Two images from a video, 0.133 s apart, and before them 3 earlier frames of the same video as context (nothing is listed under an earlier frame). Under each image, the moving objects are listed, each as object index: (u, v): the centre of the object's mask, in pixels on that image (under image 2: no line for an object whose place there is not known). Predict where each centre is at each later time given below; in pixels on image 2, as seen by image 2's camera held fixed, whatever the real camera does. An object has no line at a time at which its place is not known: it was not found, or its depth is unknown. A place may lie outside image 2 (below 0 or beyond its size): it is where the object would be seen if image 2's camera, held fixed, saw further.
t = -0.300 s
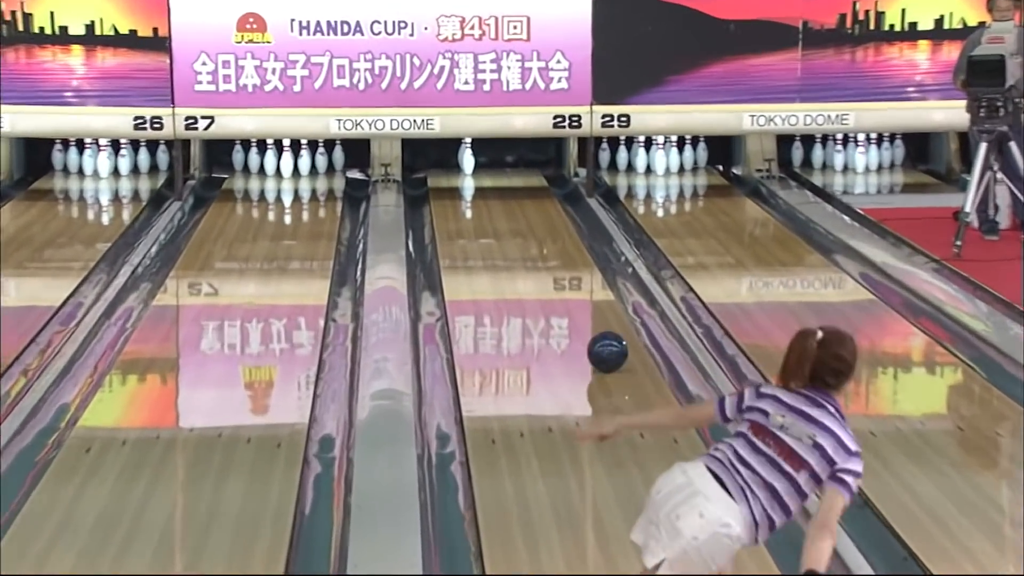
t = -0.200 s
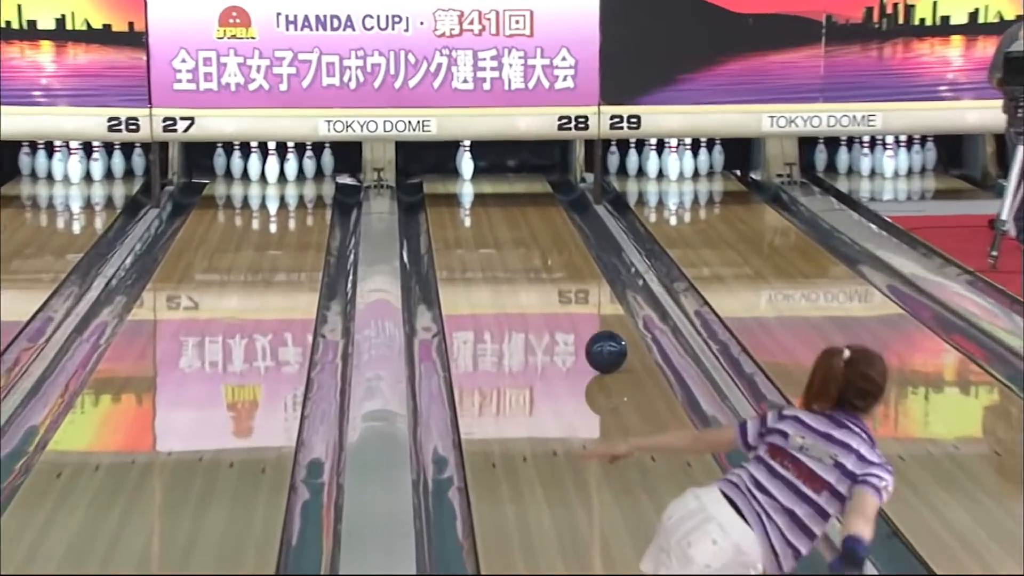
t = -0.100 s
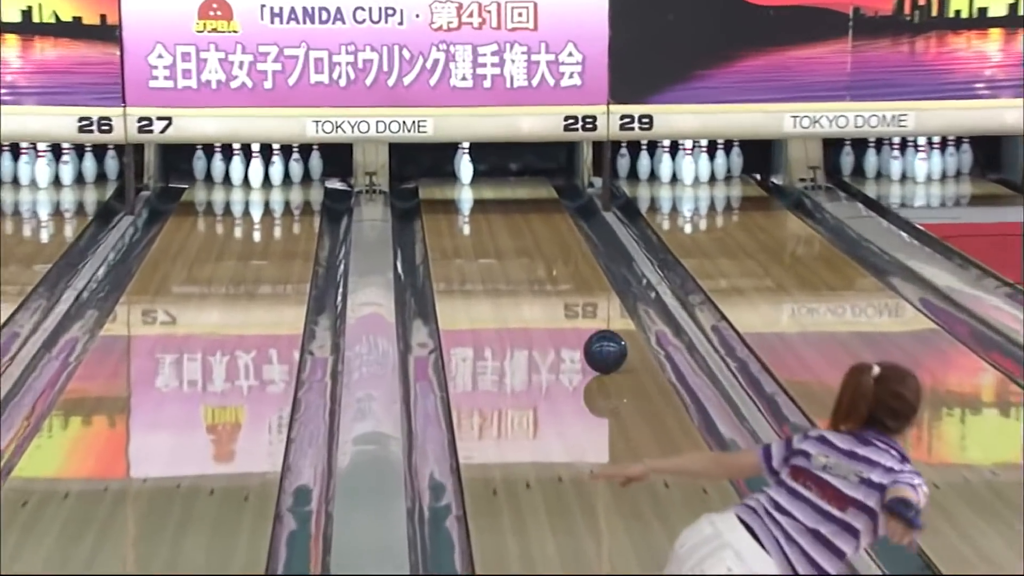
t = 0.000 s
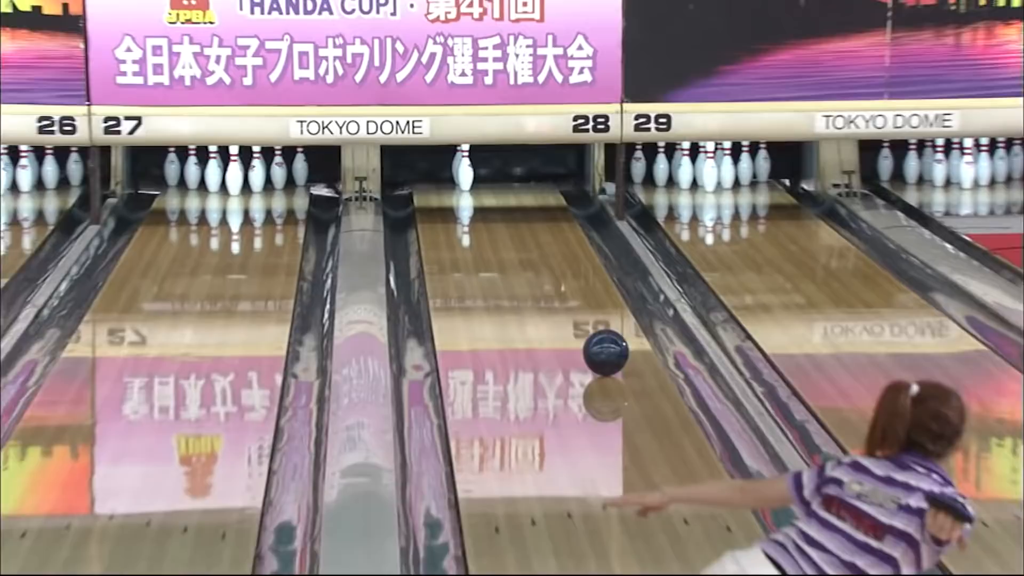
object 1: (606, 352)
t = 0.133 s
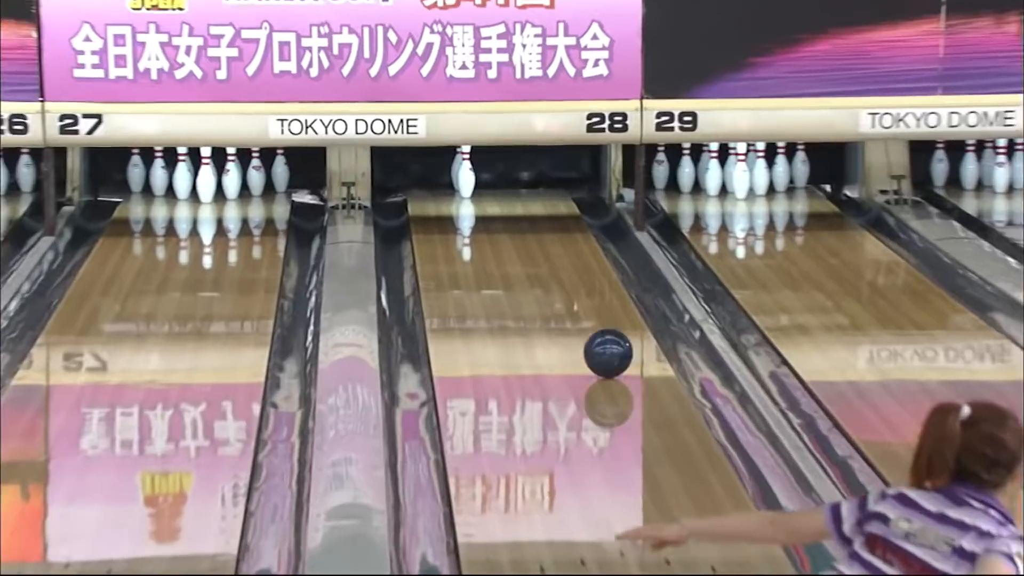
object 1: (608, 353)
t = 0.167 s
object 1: (603, 346)
